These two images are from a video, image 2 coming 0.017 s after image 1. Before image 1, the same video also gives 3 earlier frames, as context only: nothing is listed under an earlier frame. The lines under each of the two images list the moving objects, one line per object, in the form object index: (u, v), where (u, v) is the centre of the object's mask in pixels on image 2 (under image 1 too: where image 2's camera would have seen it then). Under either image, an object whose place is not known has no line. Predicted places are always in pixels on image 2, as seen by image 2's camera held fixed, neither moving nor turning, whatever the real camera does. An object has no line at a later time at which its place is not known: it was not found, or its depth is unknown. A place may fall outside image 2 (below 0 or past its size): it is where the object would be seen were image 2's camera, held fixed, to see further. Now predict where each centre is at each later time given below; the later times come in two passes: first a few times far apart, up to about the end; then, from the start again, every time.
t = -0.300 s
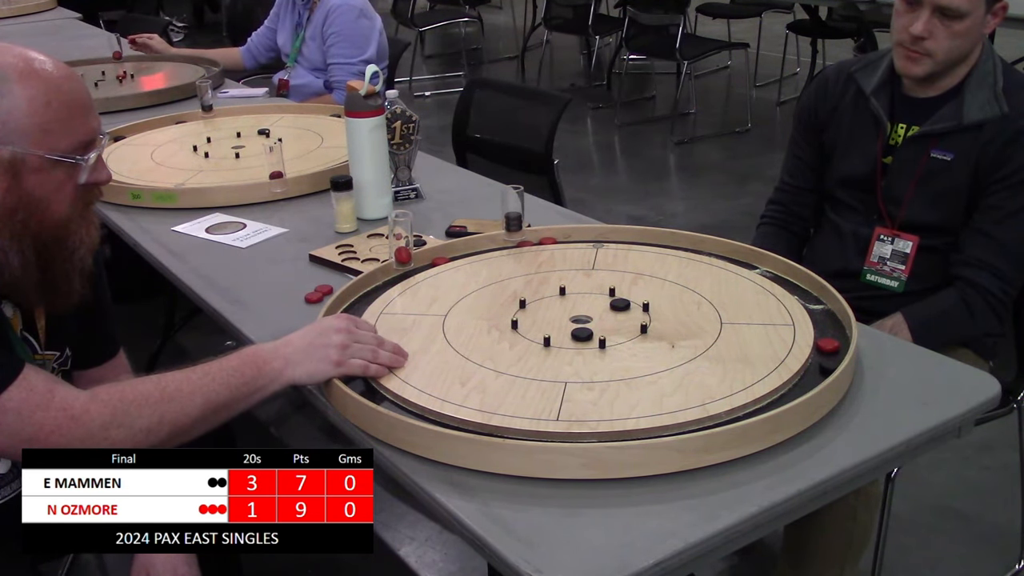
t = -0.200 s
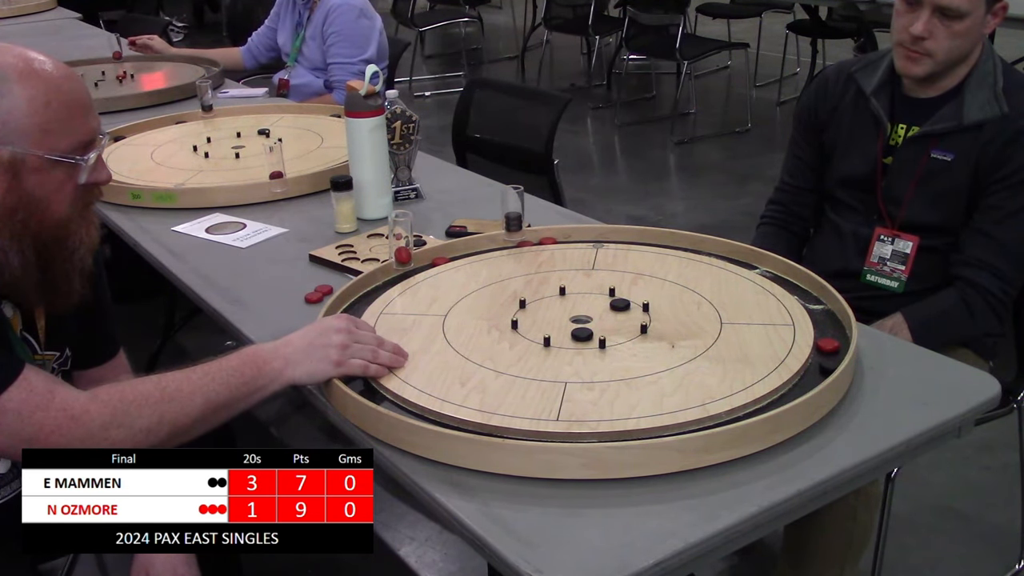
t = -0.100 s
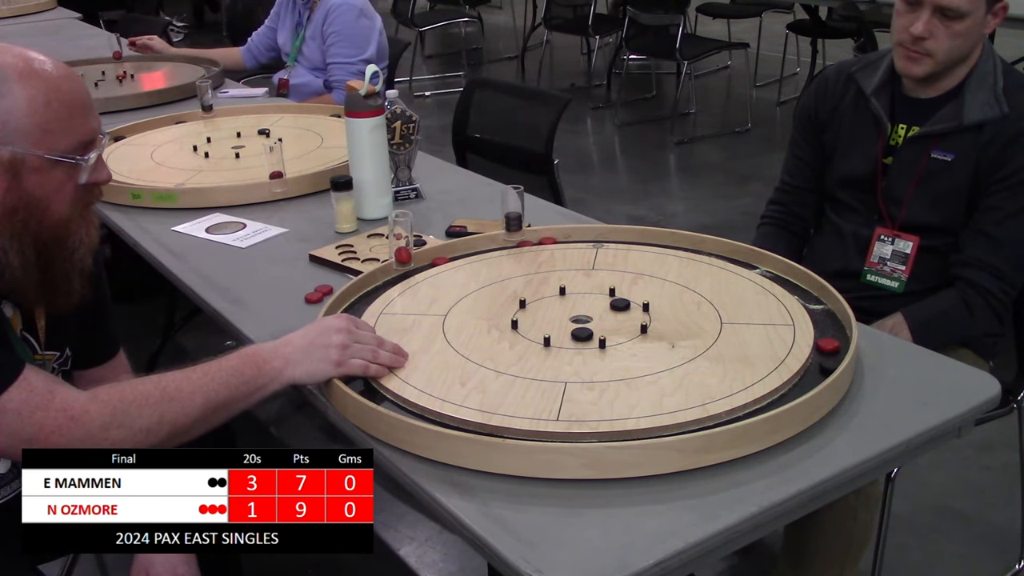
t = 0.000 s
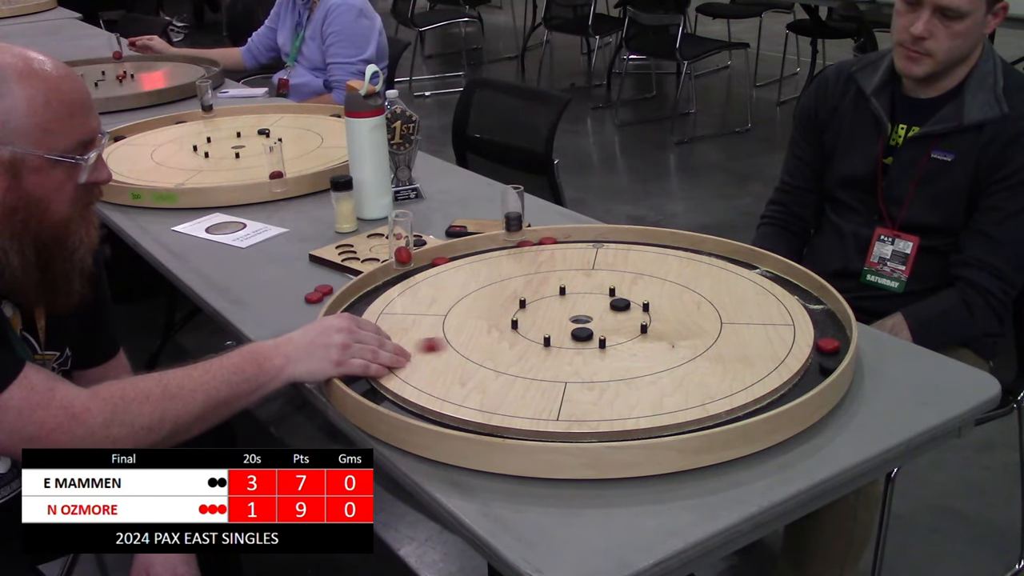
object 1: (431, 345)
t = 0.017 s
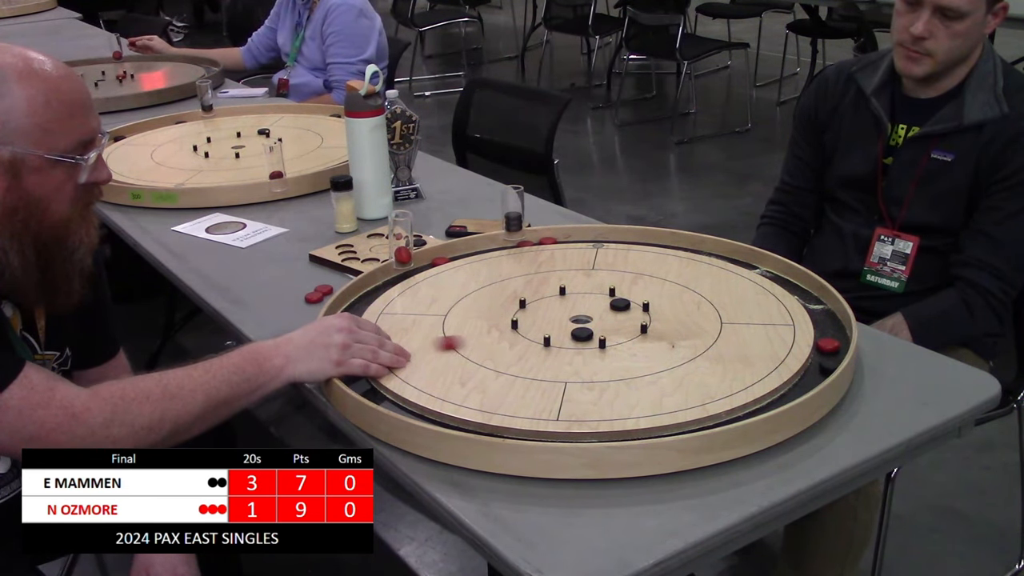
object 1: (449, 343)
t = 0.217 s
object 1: (571, 319)
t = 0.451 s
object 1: (595, 302)
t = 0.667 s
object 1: (599, 299)
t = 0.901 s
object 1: (599, 299)
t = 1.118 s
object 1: (599, 299)
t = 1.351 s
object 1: (599, 299)
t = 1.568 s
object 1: (599, 299)
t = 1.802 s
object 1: (599, 299)
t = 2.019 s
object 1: (599, 299)
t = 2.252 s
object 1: (599, 299)
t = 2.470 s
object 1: (599, 299)
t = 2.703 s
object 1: (599, 299)
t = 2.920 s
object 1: (599, 299)
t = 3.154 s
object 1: (599, 299)
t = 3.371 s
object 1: (599, 299)
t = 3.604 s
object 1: (599, 299)
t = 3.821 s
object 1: (599, 299)
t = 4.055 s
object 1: (599, 299)
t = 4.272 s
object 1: (599, 299)
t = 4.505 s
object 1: (599, 299)
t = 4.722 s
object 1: (599, 299)
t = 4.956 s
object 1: (599, 299)
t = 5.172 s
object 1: (599, 299)
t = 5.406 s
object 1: (599, 299)
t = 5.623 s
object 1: (599, 299)
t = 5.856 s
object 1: (599, 299)
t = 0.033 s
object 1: (466, 341)
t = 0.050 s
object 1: (483, 339)
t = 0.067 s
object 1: (500, 338)
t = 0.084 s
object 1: (516, 336)
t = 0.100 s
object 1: (533, 334)
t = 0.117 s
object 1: (549, 331)
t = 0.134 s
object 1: (561, 331)
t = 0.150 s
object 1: (563, 328)
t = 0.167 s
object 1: (565, 326)
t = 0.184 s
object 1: (568, 323)
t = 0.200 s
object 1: (570, 321)
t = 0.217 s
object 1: (571, 319)
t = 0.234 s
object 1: (573, 316)
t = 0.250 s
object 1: (575, 314)
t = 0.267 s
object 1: (577, 312)
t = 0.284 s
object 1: (580, 310)
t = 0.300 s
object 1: (582, 308)
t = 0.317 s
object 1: (584, 309)
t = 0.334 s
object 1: (586, 308)
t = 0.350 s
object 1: (587, 307)
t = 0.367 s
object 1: (589, 306)
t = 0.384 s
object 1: (590, 305)
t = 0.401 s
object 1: (591, 304)
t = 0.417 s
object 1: (593, 303)
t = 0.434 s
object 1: (594, 303)
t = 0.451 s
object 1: (595, 302)
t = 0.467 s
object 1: (596, 301)
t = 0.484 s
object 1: (596, 301)
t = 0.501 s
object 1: (597, 300)
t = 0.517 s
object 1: (598, 300)
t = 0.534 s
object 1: (598, 300)
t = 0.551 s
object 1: (598, 299)
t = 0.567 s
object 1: (599, 299)
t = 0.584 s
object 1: (599, 299)
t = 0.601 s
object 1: (599, 299)
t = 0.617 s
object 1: (599, 299)
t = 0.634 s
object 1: (599, 299)
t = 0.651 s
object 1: (599, 299)
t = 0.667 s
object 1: (599, 299)
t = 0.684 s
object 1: (599, 299)
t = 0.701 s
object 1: (599, 299)
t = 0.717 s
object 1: (599, 299)
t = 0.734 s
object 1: (599, 299)
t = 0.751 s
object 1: (599, 299)
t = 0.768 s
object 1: (599, 299)
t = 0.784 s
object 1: (599, 299)
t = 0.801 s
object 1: (599, 299)
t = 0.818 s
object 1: (599, 299)
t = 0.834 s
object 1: (599, 299)
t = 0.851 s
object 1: (599, 299)
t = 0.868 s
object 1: (599, 299)
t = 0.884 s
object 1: (599, 299)
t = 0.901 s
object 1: (599, 299)
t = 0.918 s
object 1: (599, 299)
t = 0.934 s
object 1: (599, 299)
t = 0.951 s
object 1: (599, 299)
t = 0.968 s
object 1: (599, 299)
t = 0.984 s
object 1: (599, 299)
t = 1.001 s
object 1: (599, 299)
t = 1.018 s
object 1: (599, 299)
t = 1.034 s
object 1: (599, 299)
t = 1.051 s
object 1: (599, 299)
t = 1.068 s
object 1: (599, 299)
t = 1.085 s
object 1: (599, 299)
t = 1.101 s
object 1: (599, 299)
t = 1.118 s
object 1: (599, 299)
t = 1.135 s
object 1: (599, 299)
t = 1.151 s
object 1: (599, 299)
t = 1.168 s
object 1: (599, 299)
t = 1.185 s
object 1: (599, 299)
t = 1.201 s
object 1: (599, 299)
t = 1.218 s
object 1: (599, 299)
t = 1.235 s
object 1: (599, 299)
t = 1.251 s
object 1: (599, 299)
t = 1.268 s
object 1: (599, 299)
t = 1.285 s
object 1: (599, 299)
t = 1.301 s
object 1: (599, 299)
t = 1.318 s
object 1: (599, 299)
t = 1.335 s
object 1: (599, 299)
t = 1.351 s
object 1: (599, 299)
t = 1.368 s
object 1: (599, 299)
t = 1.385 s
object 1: (599, 299)
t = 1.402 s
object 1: (599, 299)
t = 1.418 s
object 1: (599, 299)
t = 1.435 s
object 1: (599, 299)
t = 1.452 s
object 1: (599, 299)
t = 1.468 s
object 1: (599, 299)
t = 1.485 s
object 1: (599, 299)
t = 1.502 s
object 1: (599, 299)
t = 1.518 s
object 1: (599, 299)
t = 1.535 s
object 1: (599, 299)
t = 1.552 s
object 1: (599, 299)
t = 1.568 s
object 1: (599, 299)
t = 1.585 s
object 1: (599, 299)
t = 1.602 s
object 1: (599, 299)
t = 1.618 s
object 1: (599, 299)
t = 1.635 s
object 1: (599, 299)
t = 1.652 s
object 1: (599, 299)
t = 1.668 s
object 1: (599, 299)
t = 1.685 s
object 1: (599, 299)
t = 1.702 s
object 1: (599, 299)
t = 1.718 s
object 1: (599, 299)
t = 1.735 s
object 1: (599, 299)
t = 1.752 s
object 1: (599, 299)
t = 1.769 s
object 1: (599, 299)
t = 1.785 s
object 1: (599, 299)
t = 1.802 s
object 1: (599, 299)
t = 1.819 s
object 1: (599, 299)
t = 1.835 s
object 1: (599, 299)
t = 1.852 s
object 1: (599, 299)
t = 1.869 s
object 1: (599, 299)
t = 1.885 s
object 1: (599, 299)
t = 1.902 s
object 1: (599, 299)
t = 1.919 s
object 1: (599, 299)
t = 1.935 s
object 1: (599, 299)
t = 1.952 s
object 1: (599, 299)
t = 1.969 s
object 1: (599, 299)
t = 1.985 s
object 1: (599, 299)
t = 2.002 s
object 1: (599, 299)
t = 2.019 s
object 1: (599, 299)
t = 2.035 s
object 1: (599, 299)
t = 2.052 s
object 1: (599, 299)
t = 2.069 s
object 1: (599, 299)
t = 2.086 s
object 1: (599, 299)
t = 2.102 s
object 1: (599, 299)
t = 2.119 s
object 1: (599, 299)
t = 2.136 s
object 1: (599, 299)
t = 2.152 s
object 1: (599, 299)
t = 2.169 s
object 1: (599, 299)
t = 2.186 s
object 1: (599, 299)
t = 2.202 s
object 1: (599, 299)
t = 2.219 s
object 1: (599, 299)
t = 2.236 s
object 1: (599, 299)
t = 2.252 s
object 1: (599, 299)
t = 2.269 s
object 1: (599, 299)
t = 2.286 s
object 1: (599, 299)
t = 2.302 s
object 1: (599, 299)
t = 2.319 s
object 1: (599, 299)
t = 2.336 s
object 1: (599, 299)
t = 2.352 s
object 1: (599, 299)
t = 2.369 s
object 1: (599, 299)
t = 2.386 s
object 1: (599, 299)
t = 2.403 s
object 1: (599, 299)
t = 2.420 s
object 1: (599, 299)
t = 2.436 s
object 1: (599, 299)
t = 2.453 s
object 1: (599, 299)
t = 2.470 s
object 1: (599, 299)
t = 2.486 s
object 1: (599, 299)
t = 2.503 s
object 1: (599, 299)
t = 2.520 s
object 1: (599, 299)
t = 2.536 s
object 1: (599, 299)
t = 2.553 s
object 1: (599, 299)
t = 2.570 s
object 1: (599, 299)
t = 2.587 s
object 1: (599, 299)
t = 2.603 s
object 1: (599, 299)
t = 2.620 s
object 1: (599, 299)
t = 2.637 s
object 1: (599, 299)
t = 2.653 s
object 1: (599, 299)
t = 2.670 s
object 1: (599, 299)
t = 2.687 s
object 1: (599, 299)
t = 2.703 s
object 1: (599, 299)
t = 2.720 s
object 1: (599, 299)
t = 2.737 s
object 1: (599, 299)
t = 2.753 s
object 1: (599, 299)
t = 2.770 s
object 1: (599, 299)
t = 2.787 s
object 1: (599, 299)
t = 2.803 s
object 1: (599, 299)
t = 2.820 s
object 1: (599, 299)
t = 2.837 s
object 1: (599, 299)
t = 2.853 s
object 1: (599, 299)
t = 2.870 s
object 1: (599, 299)
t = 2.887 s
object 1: (599, 299)
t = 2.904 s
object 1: (599, 299)
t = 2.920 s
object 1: (599, 299)
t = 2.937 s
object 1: (599, 299)
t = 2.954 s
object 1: (599, 299)
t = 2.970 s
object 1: (599, 299)
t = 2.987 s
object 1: (599, 299)
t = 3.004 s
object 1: (599, 299)
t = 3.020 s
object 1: (599, 299)
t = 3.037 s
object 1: (599, 299)
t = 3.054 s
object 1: (599, 299)
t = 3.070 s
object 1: (599, 299)
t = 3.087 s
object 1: (599, 299)
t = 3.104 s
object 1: (599, 299)
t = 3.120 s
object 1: (599, 299)
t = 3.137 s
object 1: (599, 299)
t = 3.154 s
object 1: (599, 299)
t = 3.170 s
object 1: (599, 299)
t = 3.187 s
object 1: (599, 299)
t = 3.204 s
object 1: (599, 299)
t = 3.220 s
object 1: (599, 299)
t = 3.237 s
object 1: (599, 299)
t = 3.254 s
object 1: (599, 299)
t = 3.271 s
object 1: (599, 299)
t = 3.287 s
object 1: (599, 299)
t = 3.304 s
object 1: (599, 299)
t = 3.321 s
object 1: (599, 299)
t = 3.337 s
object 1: (599, 299)
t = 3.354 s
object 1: (599, 299)
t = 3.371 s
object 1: (599, 299)
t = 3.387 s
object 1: (599, 299)
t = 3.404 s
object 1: (599, 299)
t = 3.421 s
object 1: (599, 299)
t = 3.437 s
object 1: (599, 299)
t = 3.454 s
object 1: (599, 299)
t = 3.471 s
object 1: (599, 299)
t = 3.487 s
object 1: (599, 299)
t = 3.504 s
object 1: (599, 299)
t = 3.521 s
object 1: (599, 299)
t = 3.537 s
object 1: (599, 299)
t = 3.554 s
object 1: (599, 299)
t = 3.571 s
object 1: (599, 299)
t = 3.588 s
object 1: (599, 299)
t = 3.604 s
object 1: (599, 299)
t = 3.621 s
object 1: (599, 299)
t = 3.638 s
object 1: (599, 299)
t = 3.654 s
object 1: (599, 299)
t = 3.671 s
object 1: (599, 299)
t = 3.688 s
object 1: (599, 299)
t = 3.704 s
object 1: (599, 299)
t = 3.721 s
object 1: (599, 299)
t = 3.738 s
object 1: (599, 299)
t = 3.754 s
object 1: (599, 299)
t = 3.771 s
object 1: (599, 299)
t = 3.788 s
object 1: (599, 299)
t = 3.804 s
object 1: (599, 299)
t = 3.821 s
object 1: (599, 299)
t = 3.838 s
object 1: (599, 299)
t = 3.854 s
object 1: (599, 299)
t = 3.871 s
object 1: (599, 299)
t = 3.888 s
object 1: (599, 299)
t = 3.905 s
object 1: (599, 299)
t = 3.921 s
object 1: (599, 299)
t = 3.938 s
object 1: (599, 299)
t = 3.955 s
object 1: (599, 299)
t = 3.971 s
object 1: (599, 299)
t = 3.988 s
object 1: (599, 299)
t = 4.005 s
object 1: (599, 299)
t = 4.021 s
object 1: (599, 299)
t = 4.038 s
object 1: (599, 299)
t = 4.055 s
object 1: (599, 299)
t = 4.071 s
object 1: (599, 299)
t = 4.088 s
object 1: (599, 299)
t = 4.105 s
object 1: (599, 299)
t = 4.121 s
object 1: (599, 299)
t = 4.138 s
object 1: (599, 299)
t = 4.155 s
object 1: (599, 299)
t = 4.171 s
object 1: (599, 299)
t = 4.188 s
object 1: (599, 299)
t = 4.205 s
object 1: (599, 299)
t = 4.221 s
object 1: (599, 299)
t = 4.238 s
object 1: (599, 299)
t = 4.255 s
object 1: (599, 299)
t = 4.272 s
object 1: (599, 299)
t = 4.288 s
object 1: (599, 299)
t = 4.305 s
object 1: (599, 299)
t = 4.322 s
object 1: (599, 299)
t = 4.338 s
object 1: (599, 299)
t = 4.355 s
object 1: (599, 299)
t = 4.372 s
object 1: (599, 299)
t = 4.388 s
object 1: (599, 299)
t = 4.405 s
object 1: (599, 299)
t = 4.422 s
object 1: (599, 299)
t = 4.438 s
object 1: (599, 299)
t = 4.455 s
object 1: (599, 299)
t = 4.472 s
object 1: (599, 299)
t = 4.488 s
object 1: (599, 299)
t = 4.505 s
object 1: (599, 299)
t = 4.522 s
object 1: (599, 299)
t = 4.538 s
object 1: (599, 299)
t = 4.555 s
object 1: (599, 299)
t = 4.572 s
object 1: (599, 299)
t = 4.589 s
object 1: (599, 299)
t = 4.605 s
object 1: (599, 299)
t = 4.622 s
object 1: (599, 299)
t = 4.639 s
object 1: (599, 299)
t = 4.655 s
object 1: (599, 299)
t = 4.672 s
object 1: (599, 299)
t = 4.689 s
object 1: (599, 299)
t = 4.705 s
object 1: (599, 299)
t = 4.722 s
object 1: (599, 299)
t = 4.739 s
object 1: (599, 299)
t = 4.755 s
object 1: (599, 299)
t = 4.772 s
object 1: (599, 299)
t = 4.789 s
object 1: (599, 299)
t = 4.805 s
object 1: (599, 299)
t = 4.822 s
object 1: (599, 299)
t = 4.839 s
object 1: (599, 299)
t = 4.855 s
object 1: (599, 299)
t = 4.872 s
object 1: (599, 299)
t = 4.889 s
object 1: (599, 299)
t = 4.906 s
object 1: (599, 299)
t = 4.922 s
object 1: (599, 299)
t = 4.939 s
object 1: (599, 299)
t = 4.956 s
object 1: (599, 299)
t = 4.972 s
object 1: (599, 299)
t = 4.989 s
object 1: (599, 299)
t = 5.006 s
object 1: (599, 299)
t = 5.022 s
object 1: (599, 299)
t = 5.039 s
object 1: (599, 299)
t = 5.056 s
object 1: (599, 299)
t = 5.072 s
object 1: (599, 299)
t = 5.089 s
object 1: (599, 299)
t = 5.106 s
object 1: (599, 299)
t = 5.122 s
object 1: (599, 299)
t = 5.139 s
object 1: (599, 299)
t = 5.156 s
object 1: (599, 299)
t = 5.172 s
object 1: (599, 299)
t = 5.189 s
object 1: (599, 299)
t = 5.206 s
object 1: (599, 299)
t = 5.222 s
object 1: (599, 299)
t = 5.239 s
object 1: (599, 299)
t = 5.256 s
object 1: (599, 299)
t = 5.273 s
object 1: (599, 299)
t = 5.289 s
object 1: (599, 299)
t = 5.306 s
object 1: (599, 299)
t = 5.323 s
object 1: (599, 299)
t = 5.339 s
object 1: (599, 299)
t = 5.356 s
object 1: (599, 299)
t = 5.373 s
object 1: (599, 299)
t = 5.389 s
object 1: (599, 299)
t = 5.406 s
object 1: (599, 299)
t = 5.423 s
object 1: (599, 299)
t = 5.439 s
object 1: (599, 299)
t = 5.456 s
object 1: (599, 299)
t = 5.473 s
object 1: (599, 299)
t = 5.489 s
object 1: (599, 299)
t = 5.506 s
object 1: (599, 299)
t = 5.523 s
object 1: (599, 299)
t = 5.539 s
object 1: (599, 299)
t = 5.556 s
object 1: (599, 299)
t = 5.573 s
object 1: (599, 299)
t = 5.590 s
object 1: (599, 299)
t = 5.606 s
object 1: (599, 299)
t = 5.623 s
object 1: (599, 299)
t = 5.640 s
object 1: (599, 299)
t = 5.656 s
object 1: (599, 299)
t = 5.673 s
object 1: (599, 299)
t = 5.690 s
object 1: (599, 299)
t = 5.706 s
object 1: (599, 299)
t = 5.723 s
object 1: (599, 299)
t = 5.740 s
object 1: (599, 299)
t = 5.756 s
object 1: (599, 299)
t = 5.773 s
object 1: (599, 299)
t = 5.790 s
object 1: (599, 299)
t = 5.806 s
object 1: (599, 299)
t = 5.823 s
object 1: (599, 299)
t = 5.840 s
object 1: (599, 299)
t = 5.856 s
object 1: (599, 299)
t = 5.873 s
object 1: (599, 299)
